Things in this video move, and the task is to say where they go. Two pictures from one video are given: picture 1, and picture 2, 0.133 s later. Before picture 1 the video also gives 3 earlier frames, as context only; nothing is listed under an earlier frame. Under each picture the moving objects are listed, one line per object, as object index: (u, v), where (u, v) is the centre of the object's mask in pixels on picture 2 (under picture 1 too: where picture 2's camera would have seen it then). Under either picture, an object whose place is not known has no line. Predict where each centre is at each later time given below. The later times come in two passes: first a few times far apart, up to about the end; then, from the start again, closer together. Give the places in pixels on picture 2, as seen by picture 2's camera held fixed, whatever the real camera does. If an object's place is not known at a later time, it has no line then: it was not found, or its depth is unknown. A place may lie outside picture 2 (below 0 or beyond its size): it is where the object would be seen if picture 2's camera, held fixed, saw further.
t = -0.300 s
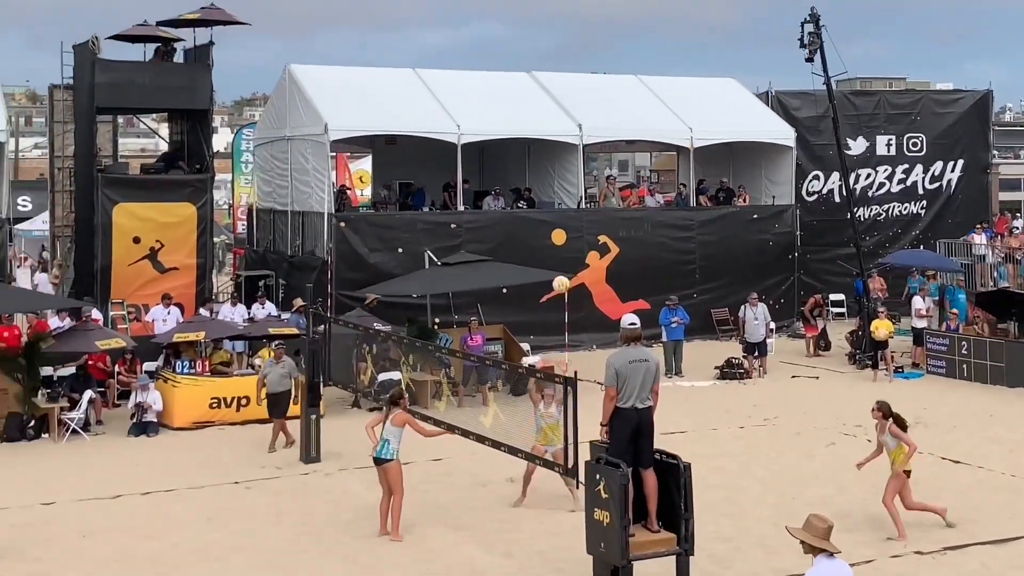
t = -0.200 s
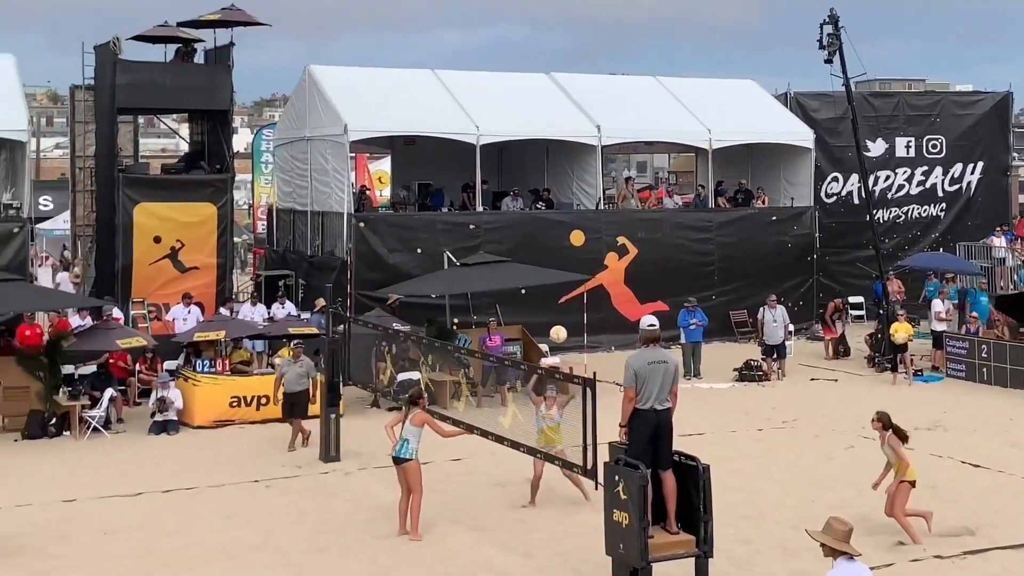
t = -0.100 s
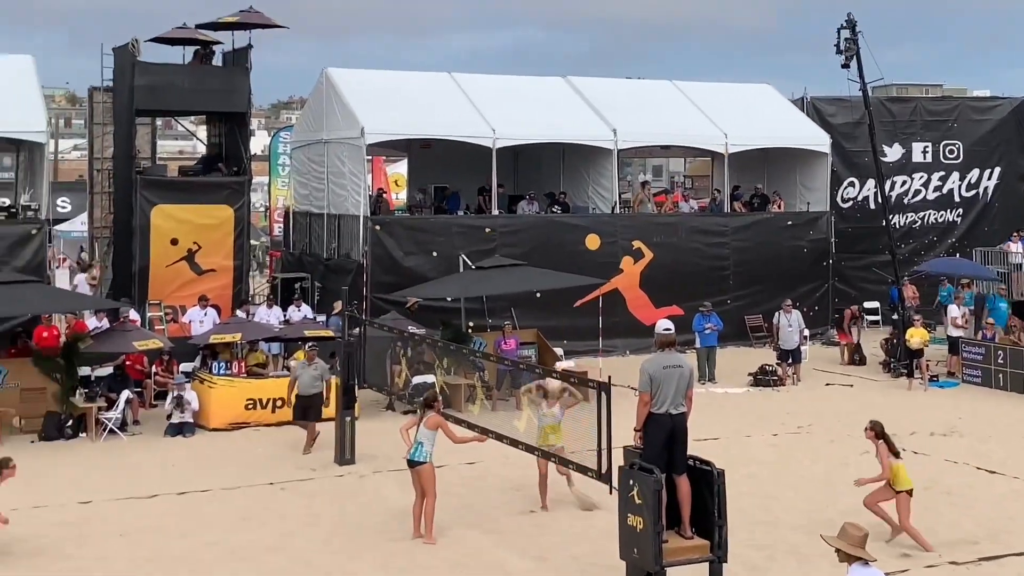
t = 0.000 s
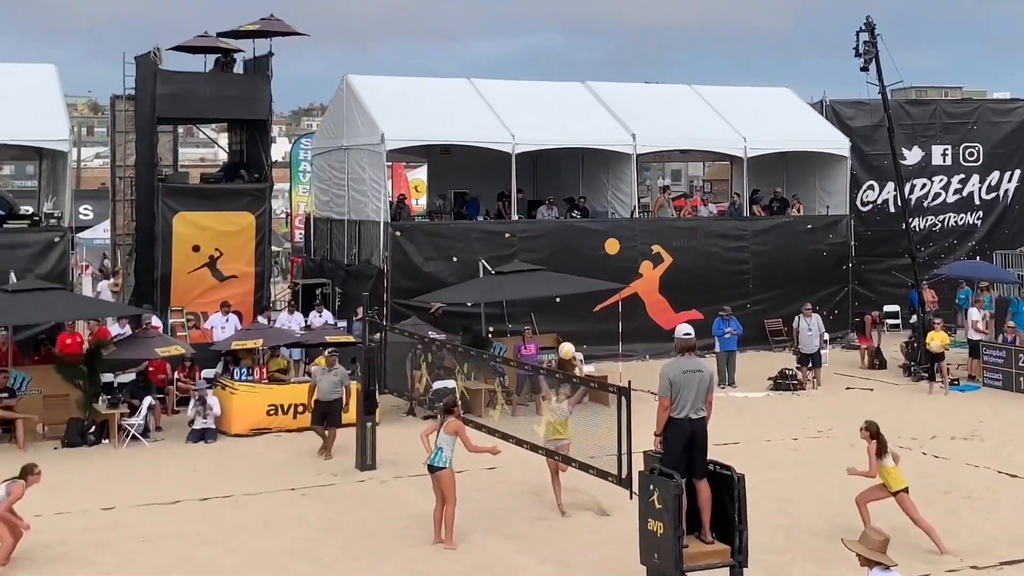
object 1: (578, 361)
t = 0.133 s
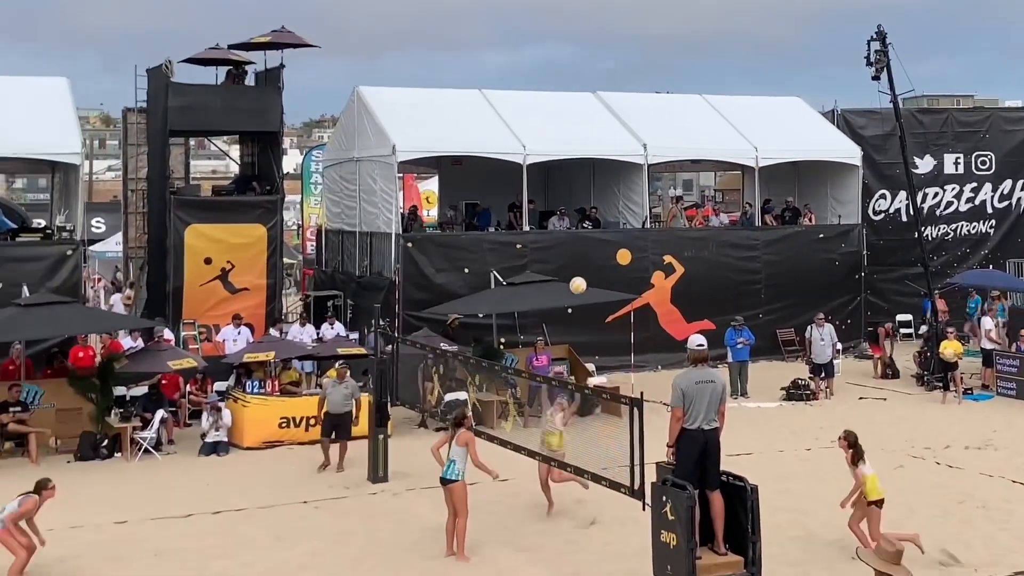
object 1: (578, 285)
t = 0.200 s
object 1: (578, 253)
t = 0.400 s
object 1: (577, 177)
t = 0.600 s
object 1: (576, 132)
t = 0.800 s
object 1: (575, 116)
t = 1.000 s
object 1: (573, 132)
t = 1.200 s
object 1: (570, 178)
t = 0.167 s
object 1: (578, 269)
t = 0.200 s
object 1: (578, 253)
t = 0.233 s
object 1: (578, 238)
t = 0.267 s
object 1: (578, 224)
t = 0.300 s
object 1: (577, 211)
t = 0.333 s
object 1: (577, 199)
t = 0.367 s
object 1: (577, 187)
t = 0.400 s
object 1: (577, 177)
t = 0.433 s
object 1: (577, 167)
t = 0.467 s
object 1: (577, 159)
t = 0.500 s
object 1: (576, 151)
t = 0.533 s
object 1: (576, 143)
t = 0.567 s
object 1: (576, 137)
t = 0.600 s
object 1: (576, 132)
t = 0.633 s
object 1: (576, 127)
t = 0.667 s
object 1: (576, 123)
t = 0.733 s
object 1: (575, 118)
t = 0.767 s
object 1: (575, 117)
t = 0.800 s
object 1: (575, 116)
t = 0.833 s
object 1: (575, 117)
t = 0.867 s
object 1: (575, 118)
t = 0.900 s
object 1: (574, 120)
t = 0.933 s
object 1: (574, 123)
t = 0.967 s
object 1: (574, 127)
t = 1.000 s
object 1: (573, 132)
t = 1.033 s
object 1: (572, 138)
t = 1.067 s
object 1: (572, 145)
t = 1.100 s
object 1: (572, 152)
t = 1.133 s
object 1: (571, 160)
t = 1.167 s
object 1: (571, 169)
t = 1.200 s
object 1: (570, 178)
